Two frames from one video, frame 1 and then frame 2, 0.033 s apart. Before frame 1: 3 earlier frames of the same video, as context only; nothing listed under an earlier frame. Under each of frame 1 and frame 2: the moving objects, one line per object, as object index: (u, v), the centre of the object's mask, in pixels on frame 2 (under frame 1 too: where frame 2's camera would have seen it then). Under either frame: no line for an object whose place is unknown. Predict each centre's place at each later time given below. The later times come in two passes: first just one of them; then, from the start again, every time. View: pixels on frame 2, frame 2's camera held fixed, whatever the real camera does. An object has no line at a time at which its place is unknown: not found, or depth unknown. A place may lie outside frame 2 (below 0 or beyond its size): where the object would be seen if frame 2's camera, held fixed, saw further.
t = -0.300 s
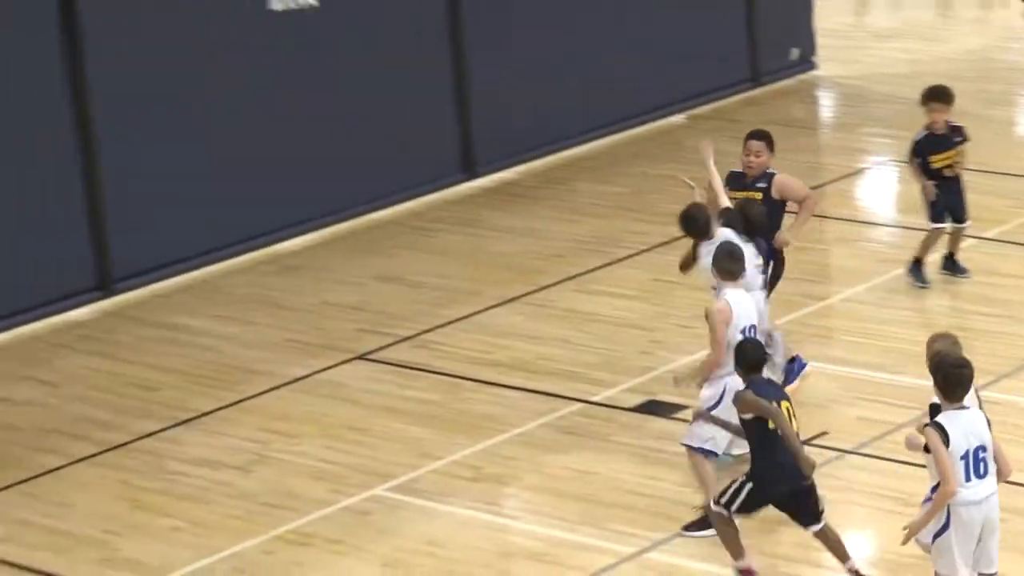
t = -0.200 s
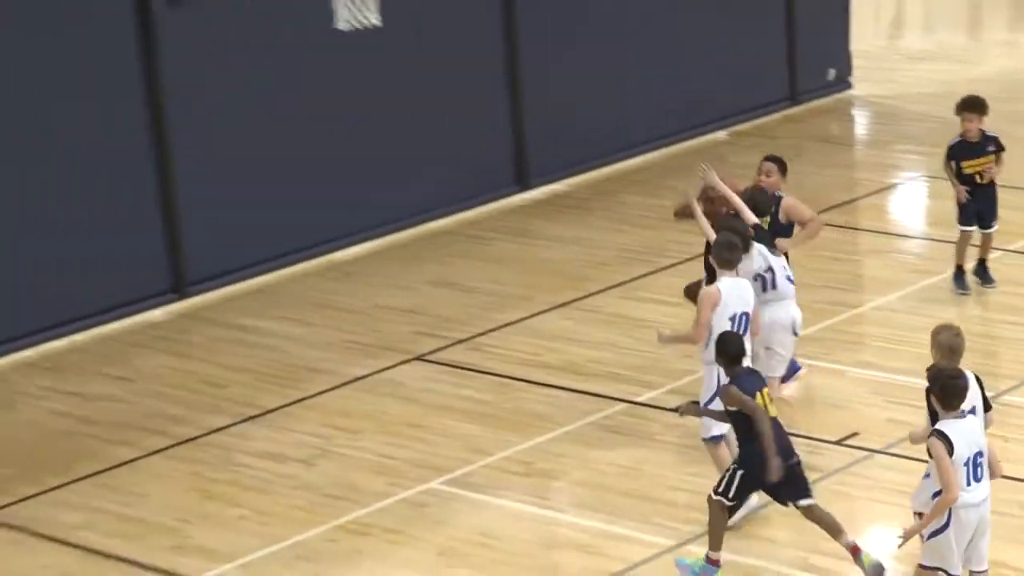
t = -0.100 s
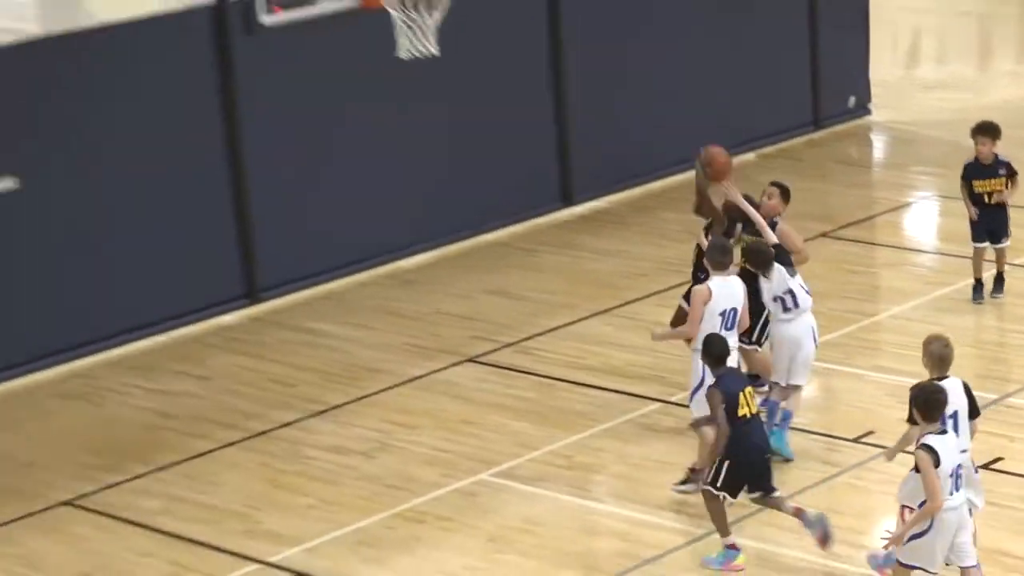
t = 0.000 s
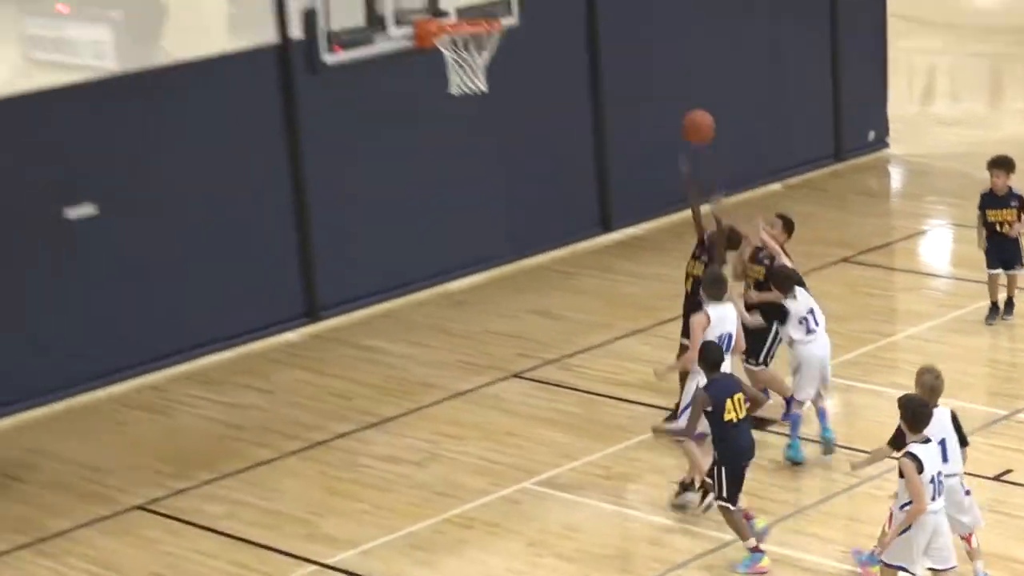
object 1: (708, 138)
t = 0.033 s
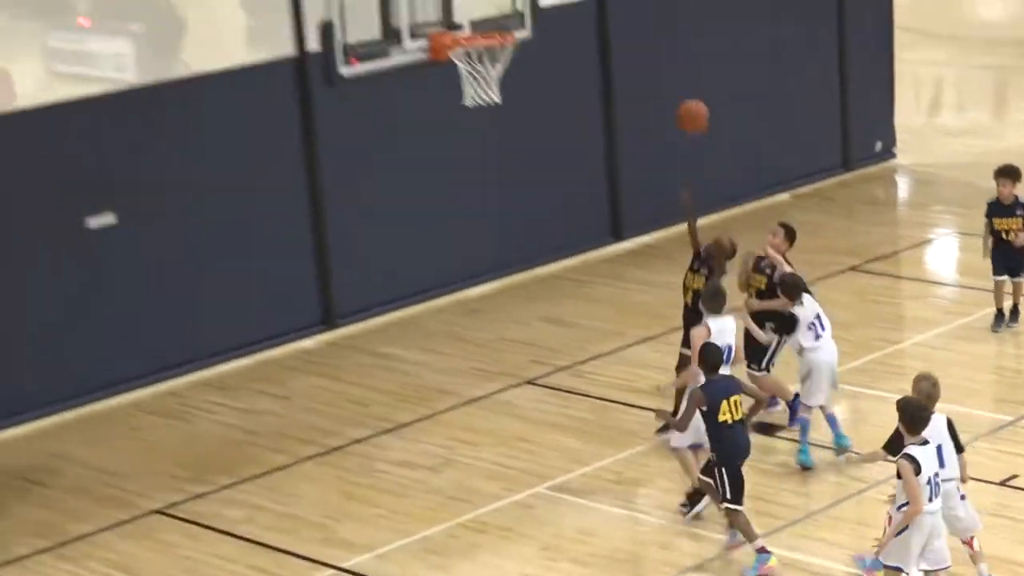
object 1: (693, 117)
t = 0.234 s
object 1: (599, 20)
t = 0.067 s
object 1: (676, 96)
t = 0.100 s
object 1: (660, 77)
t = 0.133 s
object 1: (645, 61)
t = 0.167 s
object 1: (629, 45)
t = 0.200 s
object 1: (614, 31)
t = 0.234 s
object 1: (599, 20)
